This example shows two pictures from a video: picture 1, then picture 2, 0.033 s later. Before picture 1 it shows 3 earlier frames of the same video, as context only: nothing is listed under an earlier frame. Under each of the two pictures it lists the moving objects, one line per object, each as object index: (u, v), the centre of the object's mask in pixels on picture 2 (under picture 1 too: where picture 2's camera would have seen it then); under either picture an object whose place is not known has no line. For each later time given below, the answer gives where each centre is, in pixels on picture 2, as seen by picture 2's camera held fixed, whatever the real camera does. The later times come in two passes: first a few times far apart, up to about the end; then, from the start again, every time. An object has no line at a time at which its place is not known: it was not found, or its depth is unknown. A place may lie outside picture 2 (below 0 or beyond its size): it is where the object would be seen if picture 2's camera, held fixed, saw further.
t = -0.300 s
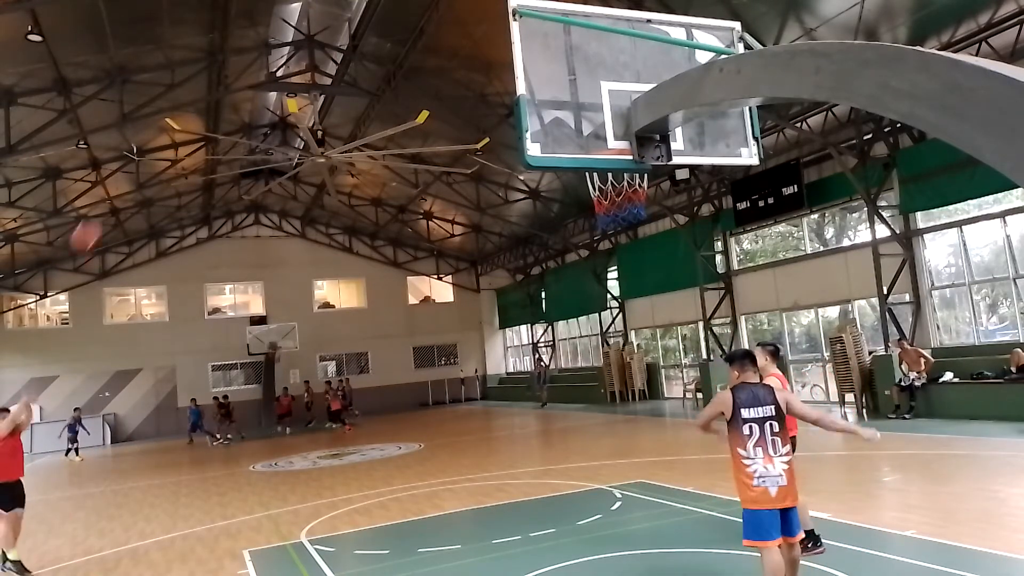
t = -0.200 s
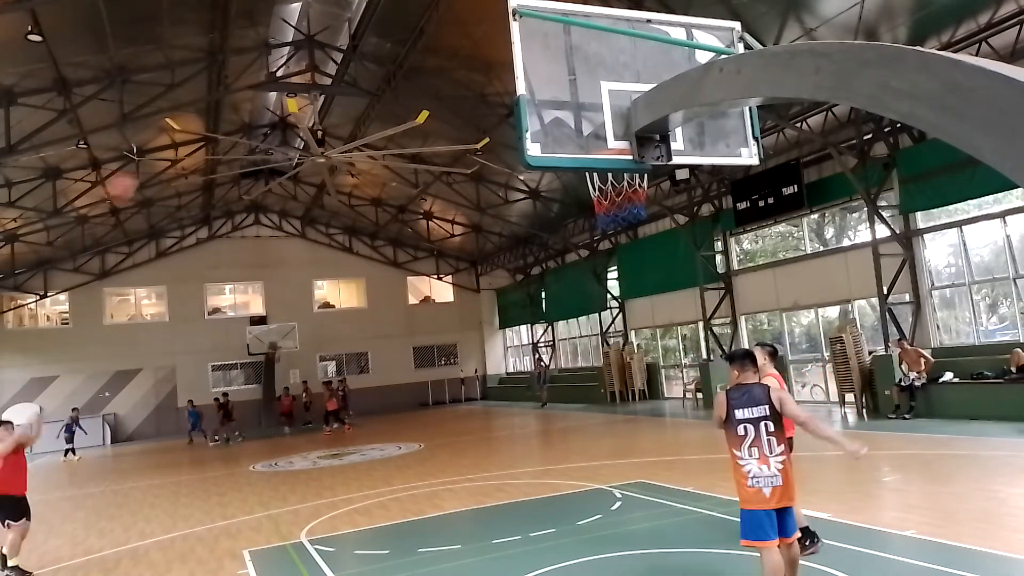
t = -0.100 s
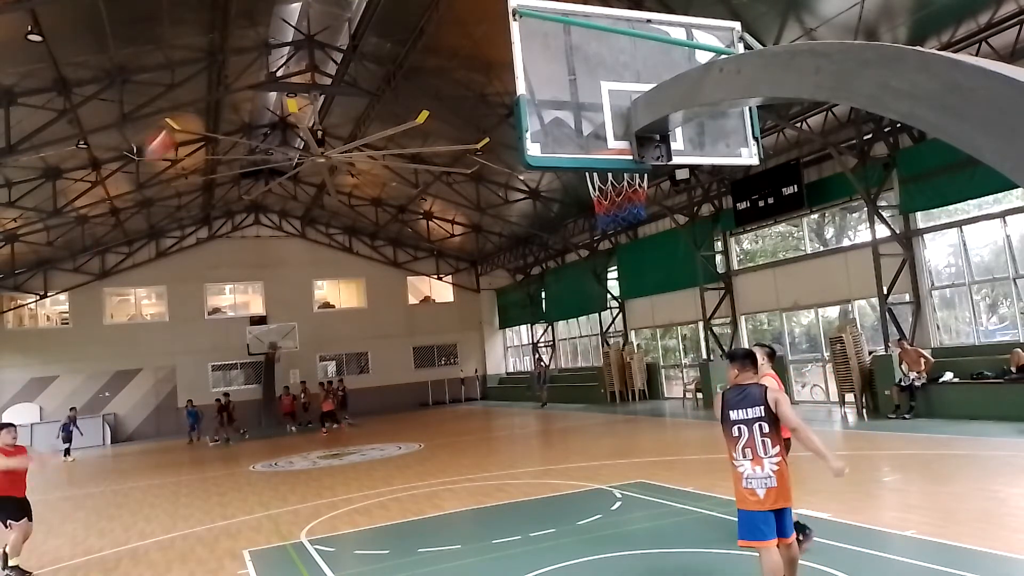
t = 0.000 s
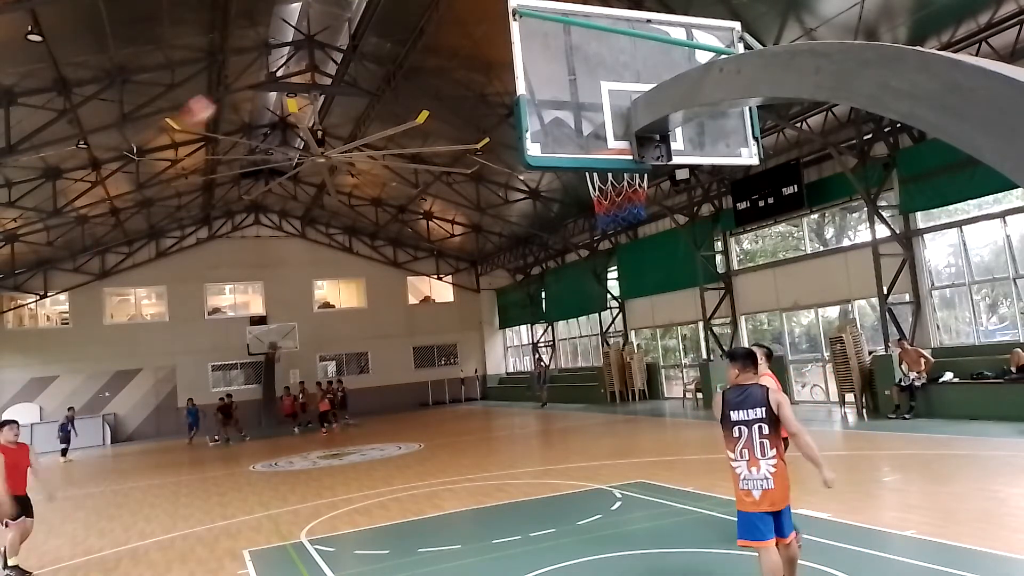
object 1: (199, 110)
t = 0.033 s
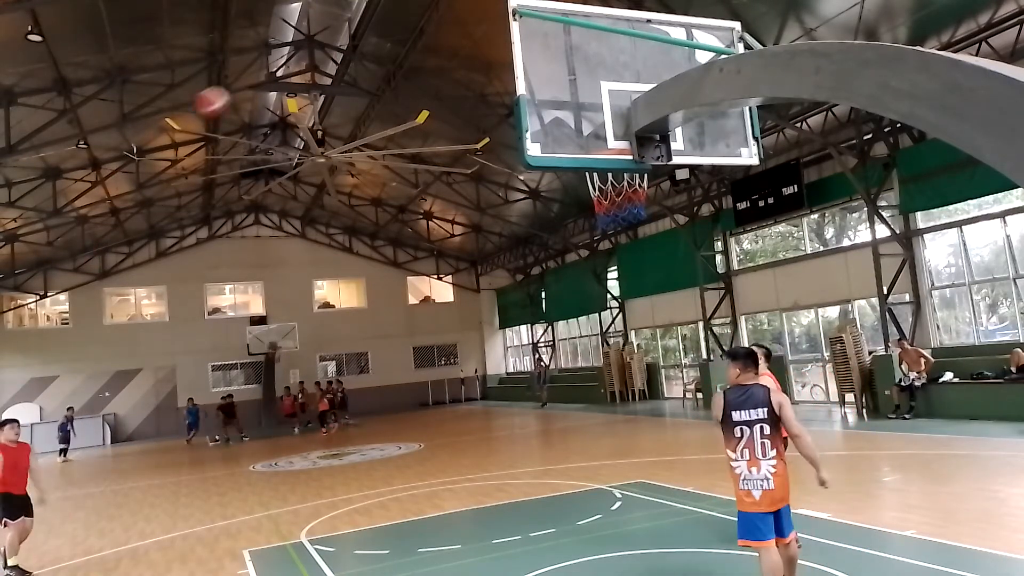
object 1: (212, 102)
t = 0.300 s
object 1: (335, 65)
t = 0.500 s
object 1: (443, 88)
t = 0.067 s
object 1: (225, 93)
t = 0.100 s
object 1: (240, 87)
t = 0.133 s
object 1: (254, 80)
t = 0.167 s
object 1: (270, 75)
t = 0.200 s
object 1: (287, 70)
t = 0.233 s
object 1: (302, 67)
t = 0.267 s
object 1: (317, 66)
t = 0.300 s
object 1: (335, 65)
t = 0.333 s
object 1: (353, 66)
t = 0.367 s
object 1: (369, 68)
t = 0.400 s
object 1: (387, 70)
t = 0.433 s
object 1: (405, 75)
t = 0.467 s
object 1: (424, 81)
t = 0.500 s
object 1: (443, 88)
